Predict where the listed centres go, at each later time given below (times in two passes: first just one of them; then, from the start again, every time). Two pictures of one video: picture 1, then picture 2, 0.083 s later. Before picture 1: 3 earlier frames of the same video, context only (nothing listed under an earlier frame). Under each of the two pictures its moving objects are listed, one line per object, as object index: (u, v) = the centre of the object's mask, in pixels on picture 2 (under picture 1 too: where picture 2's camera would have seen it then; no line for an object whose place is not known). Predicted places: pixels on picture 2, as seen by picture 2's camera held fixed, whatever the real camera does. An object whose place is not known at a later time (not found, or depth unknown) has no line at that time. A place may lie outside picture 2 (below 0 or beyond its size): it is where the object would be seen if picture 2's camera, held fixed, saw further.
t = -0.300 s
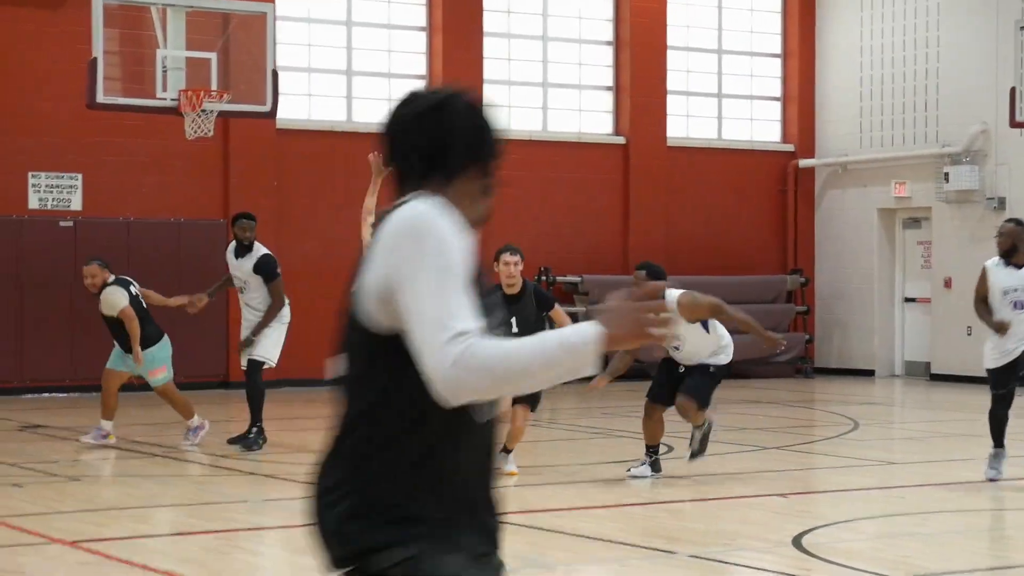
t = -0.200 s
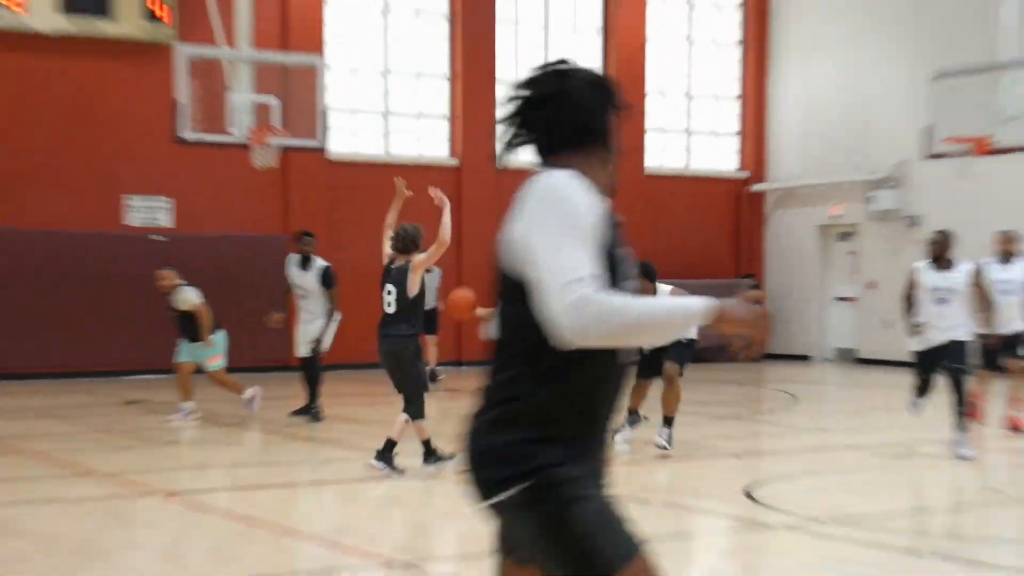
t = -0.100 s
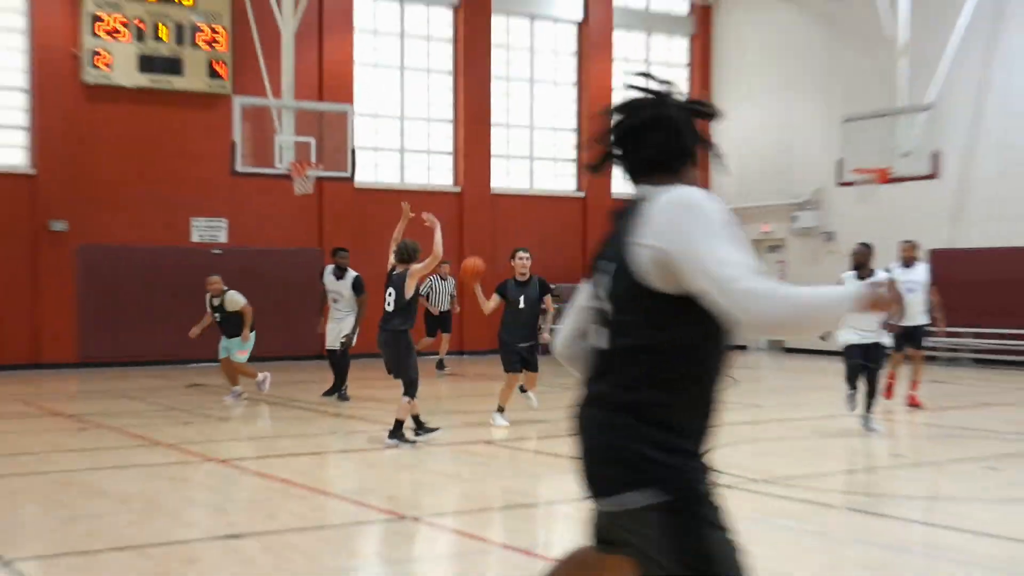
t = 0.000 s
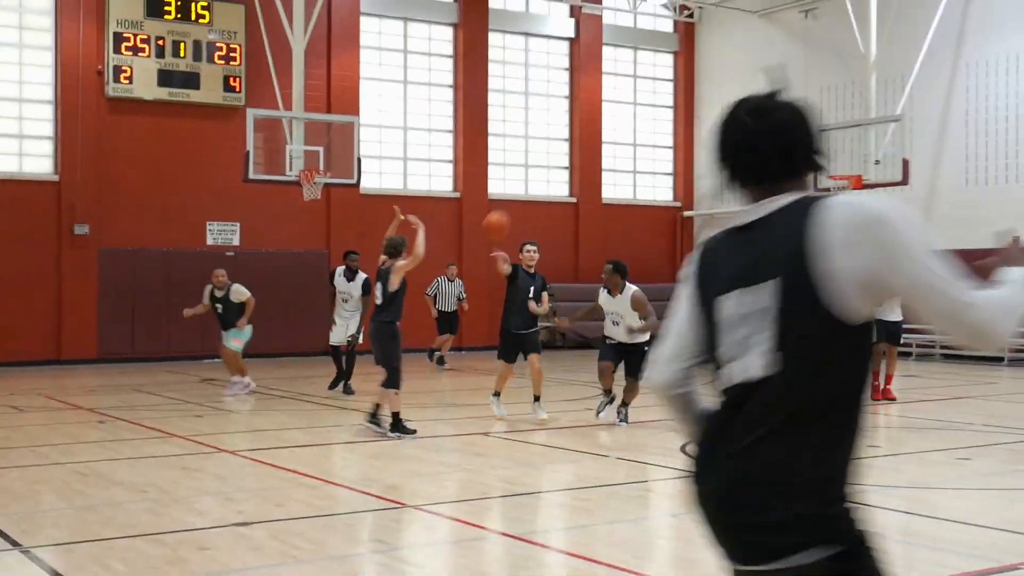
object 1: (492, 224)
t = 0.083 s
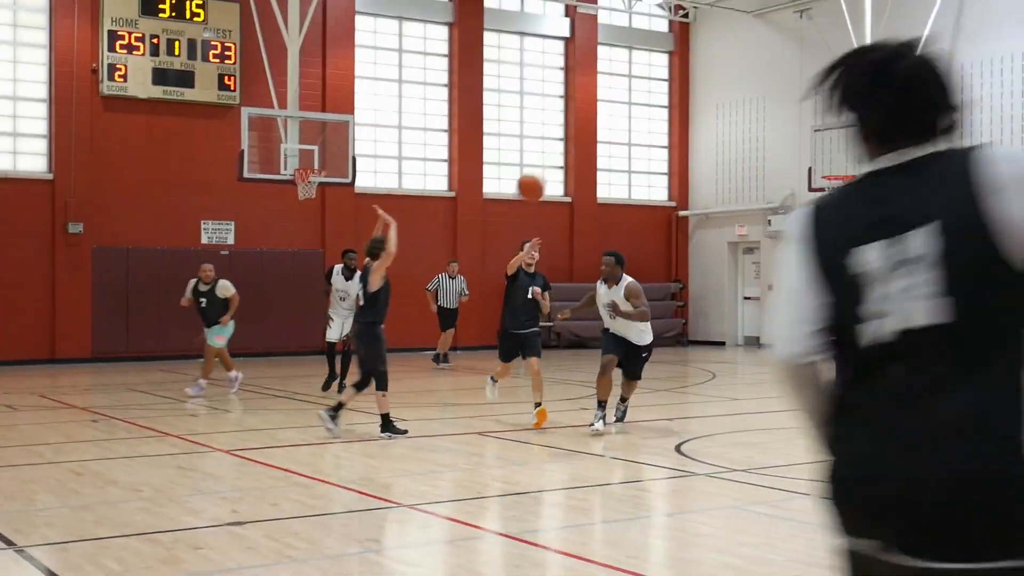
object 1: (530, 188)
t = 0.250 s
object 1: (641, 110)
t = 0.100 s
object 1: (539, 180)
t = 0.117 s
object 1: (548, 172)
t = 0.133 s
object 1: (558, 164)
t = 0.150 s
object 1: (569, 155)
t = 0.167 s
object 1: (579, 148)
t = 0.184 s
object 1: (590, 140)
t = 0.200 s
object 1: (601, 134)
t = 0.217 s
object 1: (615, 126)
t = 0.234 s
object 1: (628, 118)
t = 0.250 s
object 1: (641, 110)
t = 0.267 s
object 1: (655, 102)
